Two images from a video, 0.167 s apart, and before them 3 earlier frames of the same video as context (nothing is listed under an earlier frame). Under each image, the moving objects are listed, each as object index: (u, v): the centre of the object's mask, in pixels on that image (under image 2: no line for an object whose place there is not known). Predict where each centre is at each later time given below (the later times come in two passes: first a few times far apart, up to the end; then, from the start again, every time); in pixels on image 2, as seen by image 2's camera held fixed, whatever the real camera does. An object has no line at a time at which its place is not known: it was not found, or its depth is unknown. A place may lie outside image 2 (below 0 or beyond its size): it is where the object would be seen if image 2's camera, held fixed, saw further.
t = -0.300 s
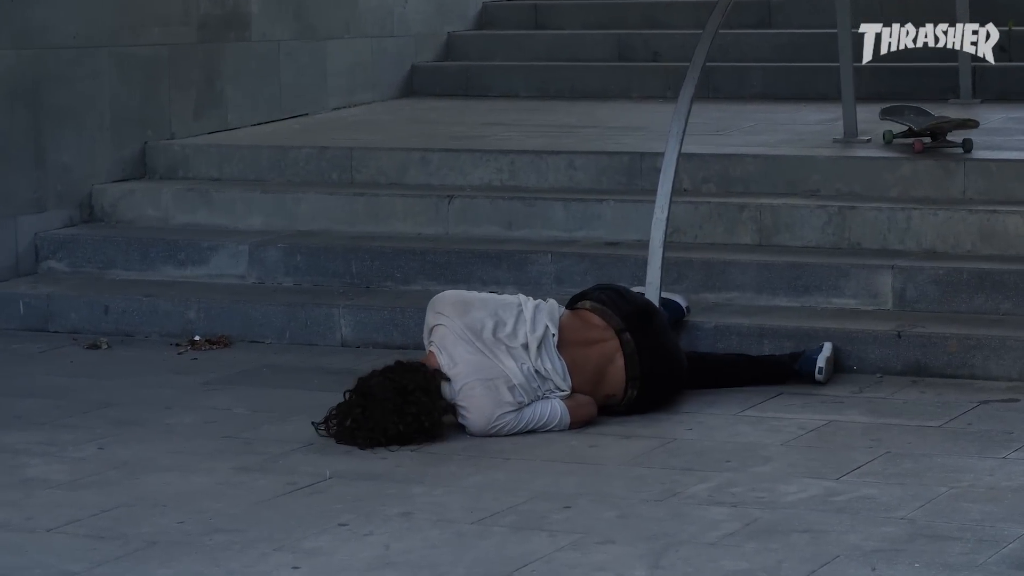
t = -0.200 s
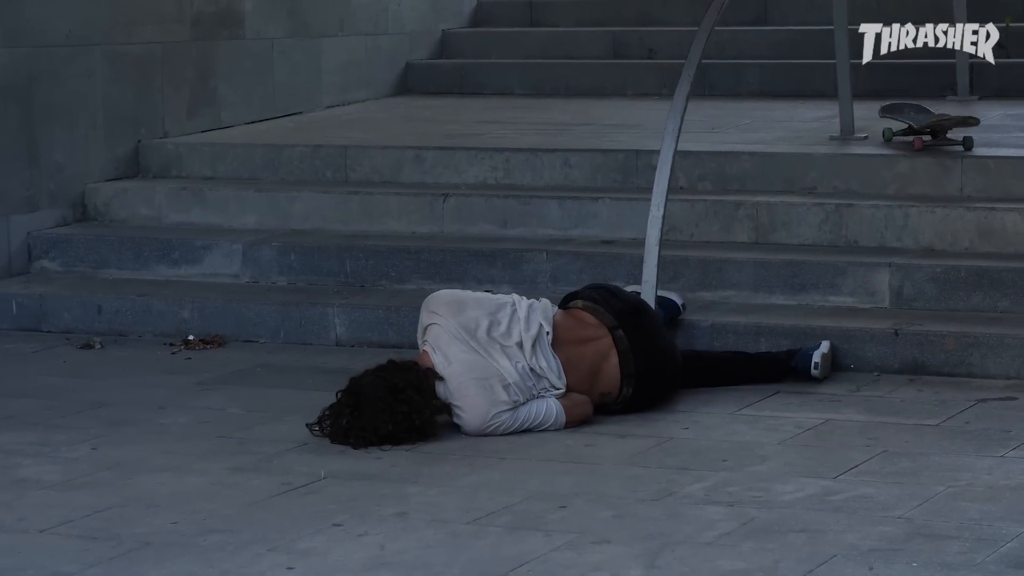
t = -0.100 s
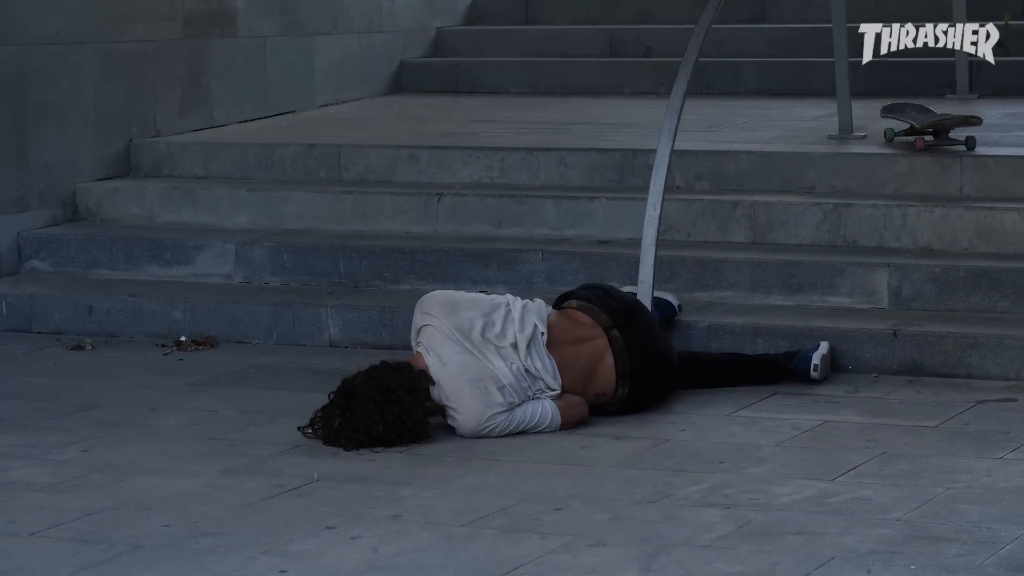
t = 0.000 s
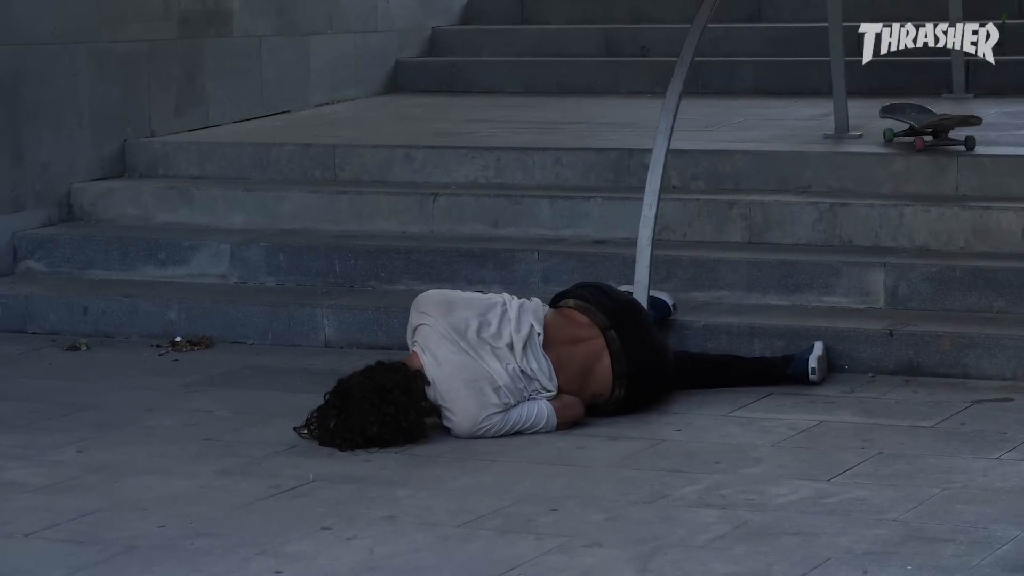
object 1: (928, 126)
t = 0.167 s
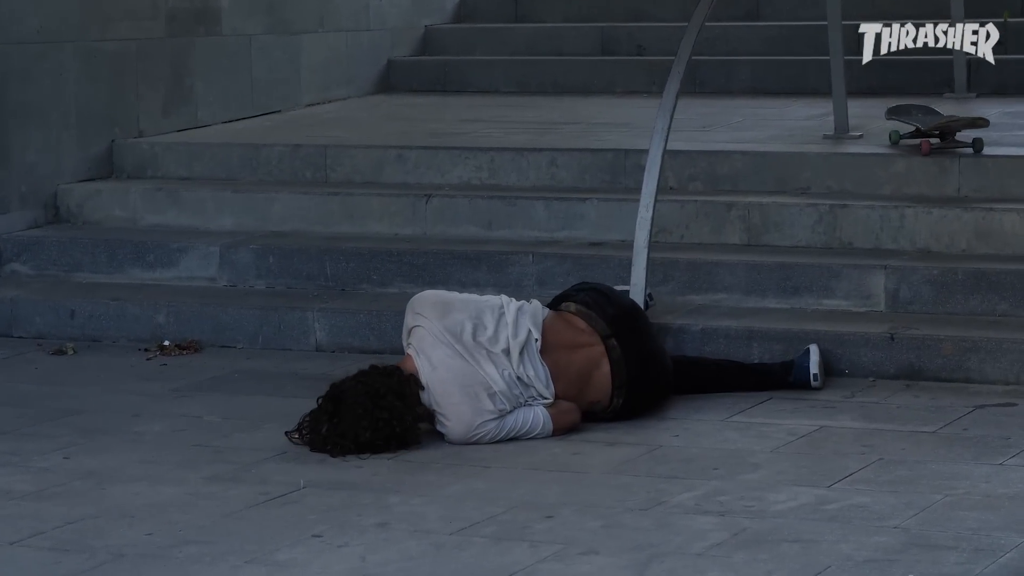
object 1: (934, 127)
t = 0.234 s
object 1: (934, 128)
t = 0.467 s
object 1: (941, 136)
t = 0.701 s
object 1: (949, 147)
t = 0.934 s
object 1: (958, 151)
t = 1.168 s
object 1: (956, 164)
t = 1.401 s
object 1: (954, 200)
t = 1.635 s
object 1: (953, 208)
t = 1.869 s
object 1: (945, 252)
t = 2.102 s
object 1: (952, 268)
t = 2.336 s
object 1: (945, 313)
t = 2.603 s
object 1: (955, 338)
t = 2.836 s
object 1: (952, 379)
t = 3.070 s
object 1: (947, 396)
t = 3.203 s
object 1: (942, 407)
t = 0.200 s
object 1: (934, 128)
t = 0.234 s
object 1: (934, 128)
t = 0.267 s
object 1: (934, 128)
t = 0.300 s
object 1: (935, 128)
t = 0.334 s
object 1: (935, 127)
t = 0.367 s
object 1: (935, 128)
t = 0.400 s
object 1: (936, 130)
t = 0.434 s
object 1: (938, 131)
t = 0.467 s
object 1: (941, 136)
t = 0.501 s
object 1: (944, 142)
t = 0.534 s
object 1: (944, 143)
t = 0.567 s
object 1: (944, 142)
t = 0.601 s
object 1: (946, 141)
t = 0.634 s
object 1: (947, 143)
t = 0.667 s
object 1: (948, 146)
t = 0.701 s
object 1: (949, 147)
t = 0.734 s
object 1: (951, 149)
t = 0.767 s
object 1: (951, 148)
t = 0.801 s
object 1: (952, 148)
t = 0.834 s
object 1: (954, 150)
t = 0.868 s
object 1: (955, 150)
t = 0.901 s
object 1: (957, 151)
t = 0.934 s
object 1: (958, 151)
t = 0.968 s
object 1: (959, 152)
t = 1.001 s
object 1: (959, 151)
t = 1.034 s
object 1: (960, 152)
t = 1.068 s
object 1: (961, 155)
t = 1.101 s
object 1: (960, 157)
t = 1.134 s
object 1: (959, 160)
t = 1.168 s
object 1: (956, 164)
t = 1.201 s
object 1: (954, 173)
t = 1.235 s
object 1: (952, 180)
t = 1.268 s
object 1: (952, 188)
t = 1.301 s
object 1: (953, 196)
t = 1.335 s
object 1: (954, 196)
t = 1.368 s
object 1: (954, 197)
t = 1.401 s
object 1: (954, 200)
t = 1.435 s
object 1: (955, 203)
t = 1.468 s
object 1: (955, 203)
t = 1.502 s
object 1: (955, 205)
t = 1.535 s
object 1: (955, 205)
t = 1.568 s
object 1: (954, 206)
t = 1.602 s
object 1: (954, 207)
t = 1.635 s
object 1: (953, 208)
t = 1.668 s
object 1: (952, 209)
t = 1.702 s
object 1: (951, 210)
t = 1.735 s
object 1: (949, 214)
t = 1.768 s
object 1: (946, 220)
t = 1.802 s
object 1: (945, 232)
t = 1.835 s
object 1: (942, 245)
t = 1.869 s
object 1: (945, 252)
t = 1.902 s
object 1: (945, 257)
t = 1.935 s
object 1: (946, 256)
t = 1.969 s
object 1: (946, 256)
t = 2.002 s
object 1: (948, 259)
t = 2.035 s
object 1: (950, 263)
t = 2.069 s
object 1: (951, 265)
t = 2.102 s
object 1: (952, 268)
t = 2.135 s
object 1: (953, 270)
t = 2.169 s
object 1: (952, 271)
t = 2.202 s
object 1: (951, 274)
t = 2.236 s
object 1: (949, 281)
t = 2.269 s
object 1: (947, 291)
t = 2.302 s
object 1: (944, 305)
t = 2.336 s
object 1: (945, 313)
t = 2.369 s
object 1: (950, 319)
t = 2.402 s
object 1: (952, 321)
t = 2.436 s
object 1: (953, 324)
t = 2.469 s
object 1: (954, 328)
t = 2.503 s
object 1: (956, 332)
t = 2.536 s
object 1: (956, 334)
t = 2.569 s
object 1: (955, 336)
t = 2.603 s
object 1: (955, 338)
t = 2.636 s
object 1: (955, 340)
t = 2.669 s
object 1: (955, 343)
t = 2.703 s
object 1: (955, 350)
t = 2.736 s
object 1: (954, 358)
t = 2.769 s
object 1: (954, 369)
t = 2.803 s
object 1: (953, 377)
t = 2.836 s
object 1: (952, 379)
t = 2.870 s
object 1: (951, 381)
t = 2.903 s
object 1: (950, 385)
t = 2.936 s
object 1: (949, 386)
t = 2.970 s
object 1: (948, 389)
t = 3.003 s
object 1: (948, 392)
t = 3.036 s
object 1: (948, 394)
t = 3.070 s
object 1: (947, 396)
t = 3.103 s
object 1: (946, 398)
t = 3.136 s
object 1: (945, 401)
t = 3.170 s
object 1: (944, 404)
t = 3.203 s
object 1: (942, 407)
